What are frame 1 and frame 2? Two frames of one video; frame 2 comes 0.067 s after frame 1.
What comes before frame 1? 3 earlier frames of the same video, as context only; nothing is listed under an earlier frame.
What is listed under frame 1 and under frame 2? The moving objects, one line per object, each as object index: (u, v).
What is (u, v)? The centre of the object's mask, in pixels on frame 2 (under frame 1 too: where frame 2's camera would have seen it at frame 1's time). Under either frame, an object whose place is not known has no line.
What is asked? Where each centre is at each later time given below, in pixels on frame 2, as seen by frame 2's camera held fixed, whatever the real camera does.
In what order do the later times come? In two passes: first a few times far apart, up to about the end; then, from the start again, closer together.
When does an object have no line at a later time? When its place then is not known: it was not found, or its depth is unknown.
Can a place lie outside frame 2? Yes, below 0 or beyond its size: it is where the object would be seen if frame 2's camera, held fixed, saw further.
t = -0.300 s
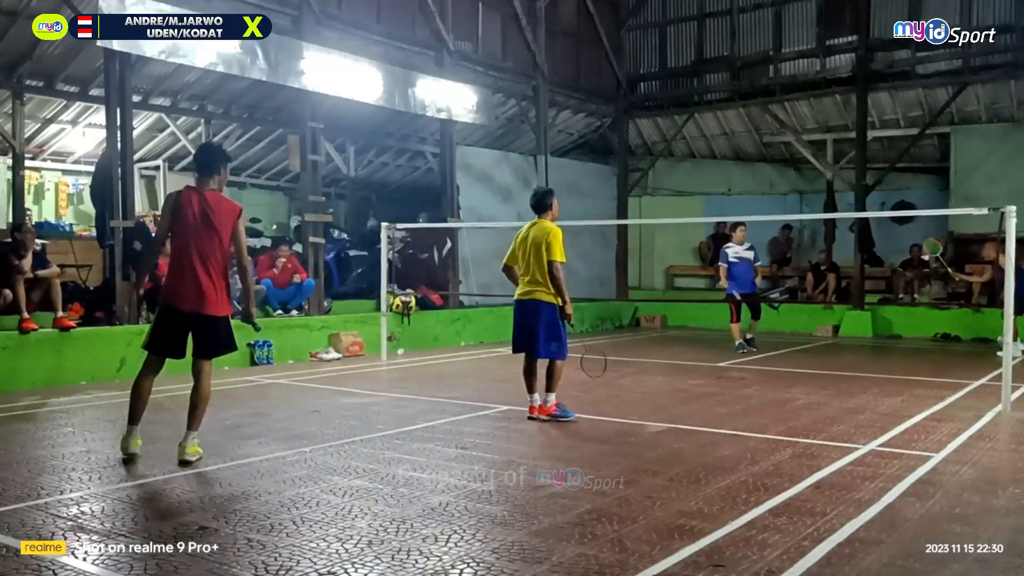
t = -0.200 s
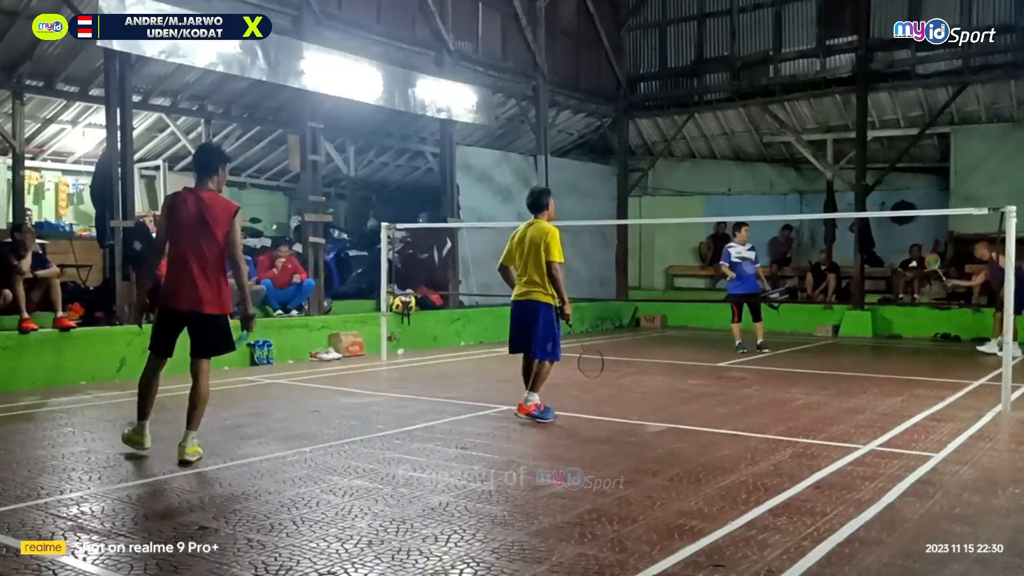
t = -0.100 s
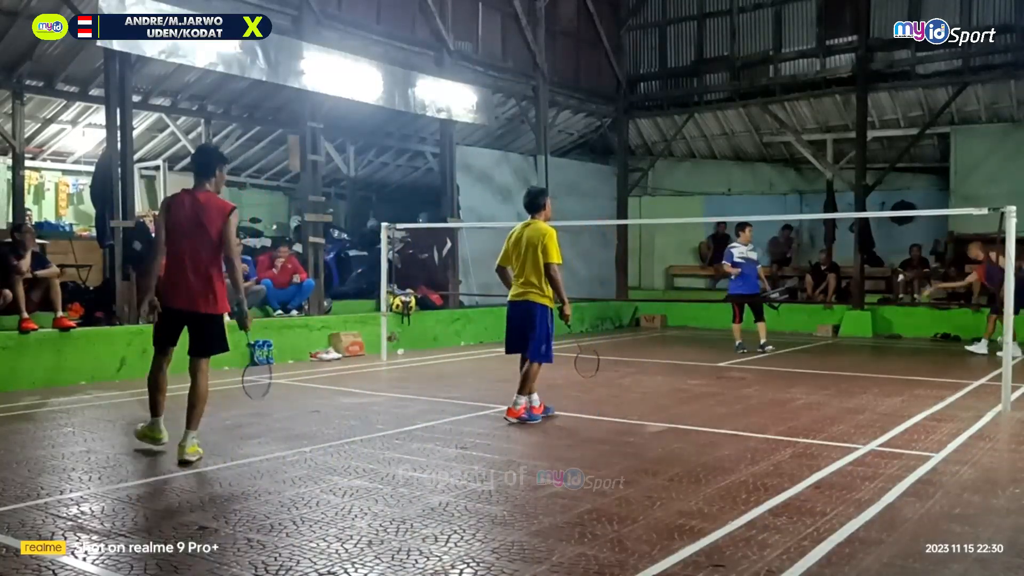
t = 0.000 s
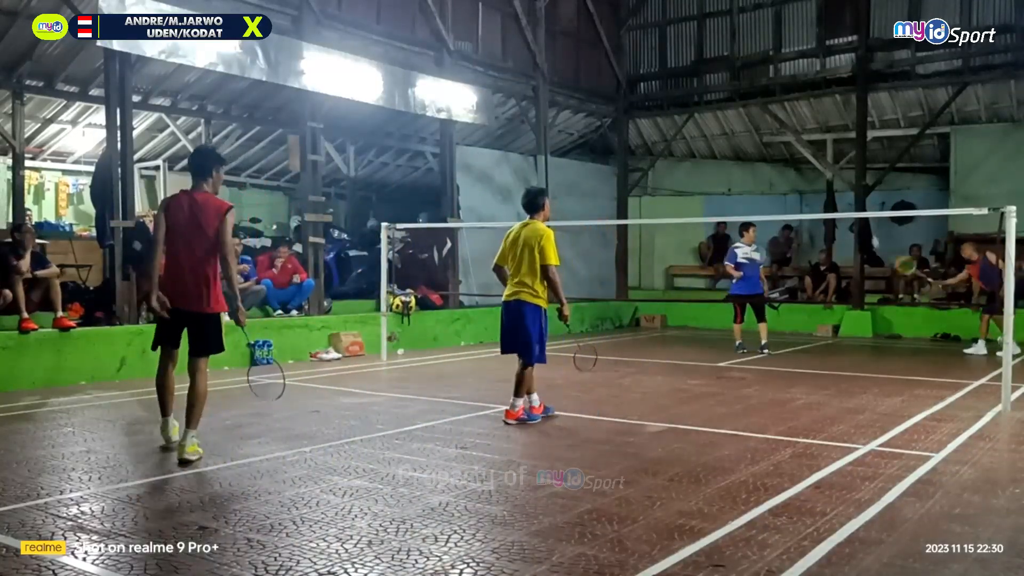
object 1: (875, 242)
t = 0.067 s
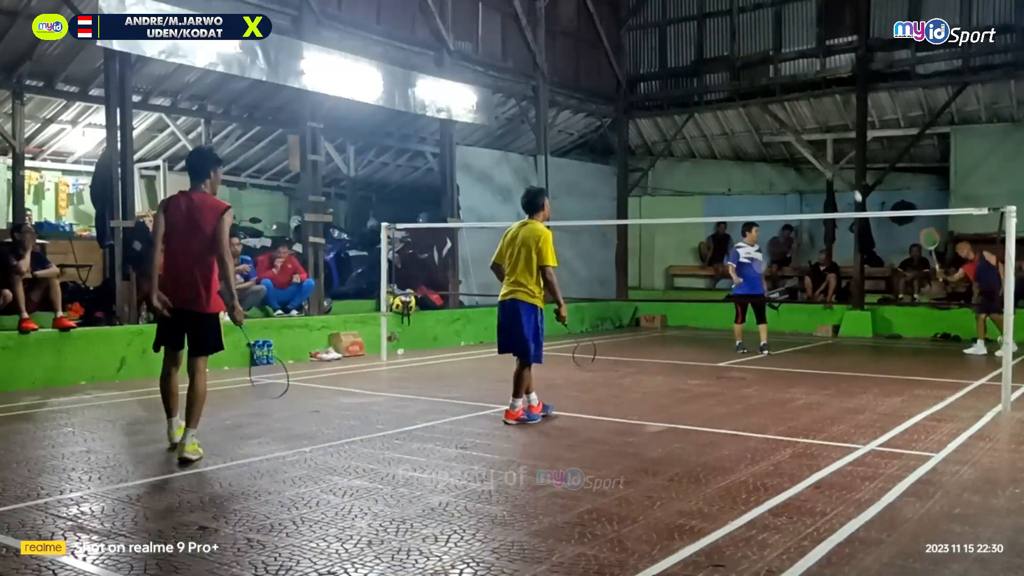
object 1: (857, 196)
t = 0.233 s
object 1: (819, 114)
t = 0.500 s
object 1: (762, 53)
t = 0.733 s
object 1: (712, 66)
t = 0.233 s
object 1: (819, 114)
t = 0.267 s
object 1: (811, 102)
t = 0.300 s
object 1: (804, 91)
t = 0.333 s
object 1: (797, 82)
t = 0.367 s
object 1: (790, 74)
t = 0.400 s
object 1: (782, 67)
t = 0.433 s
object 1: (776, 61)
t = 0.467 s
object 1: (769, 56)
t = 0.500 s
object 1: (762, 53)
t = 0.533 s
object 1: (754, 52)
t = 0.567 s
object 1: (747, 51)
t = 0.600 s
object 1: (740, 51)
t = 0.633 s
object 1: (733, 53)
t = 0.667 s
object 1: (726, 56)
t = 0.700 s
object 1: (720, 60)
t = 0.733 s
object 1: (712, 66)
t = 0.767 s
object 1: (705, 73)
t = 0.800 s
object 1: (698, 81)
